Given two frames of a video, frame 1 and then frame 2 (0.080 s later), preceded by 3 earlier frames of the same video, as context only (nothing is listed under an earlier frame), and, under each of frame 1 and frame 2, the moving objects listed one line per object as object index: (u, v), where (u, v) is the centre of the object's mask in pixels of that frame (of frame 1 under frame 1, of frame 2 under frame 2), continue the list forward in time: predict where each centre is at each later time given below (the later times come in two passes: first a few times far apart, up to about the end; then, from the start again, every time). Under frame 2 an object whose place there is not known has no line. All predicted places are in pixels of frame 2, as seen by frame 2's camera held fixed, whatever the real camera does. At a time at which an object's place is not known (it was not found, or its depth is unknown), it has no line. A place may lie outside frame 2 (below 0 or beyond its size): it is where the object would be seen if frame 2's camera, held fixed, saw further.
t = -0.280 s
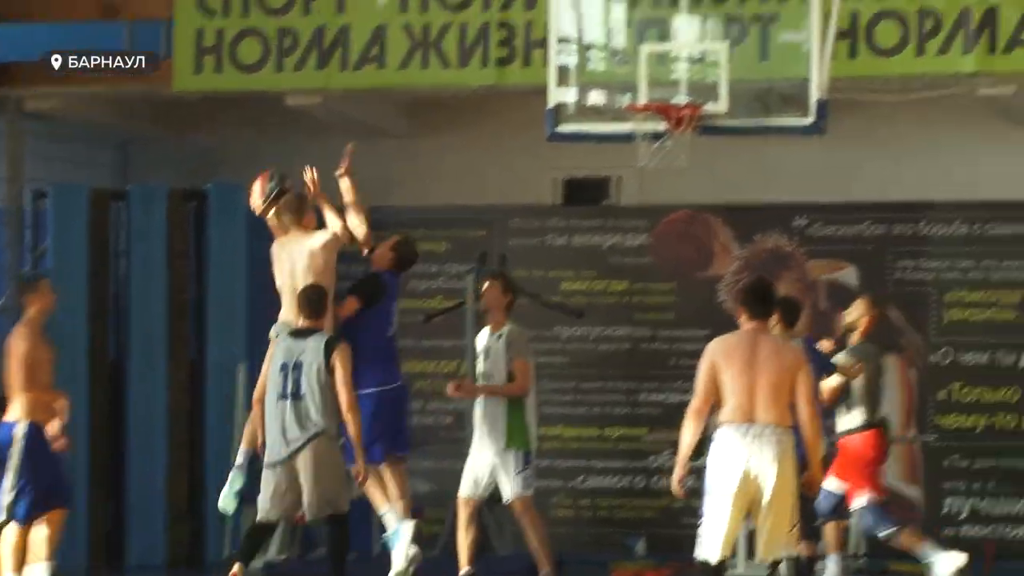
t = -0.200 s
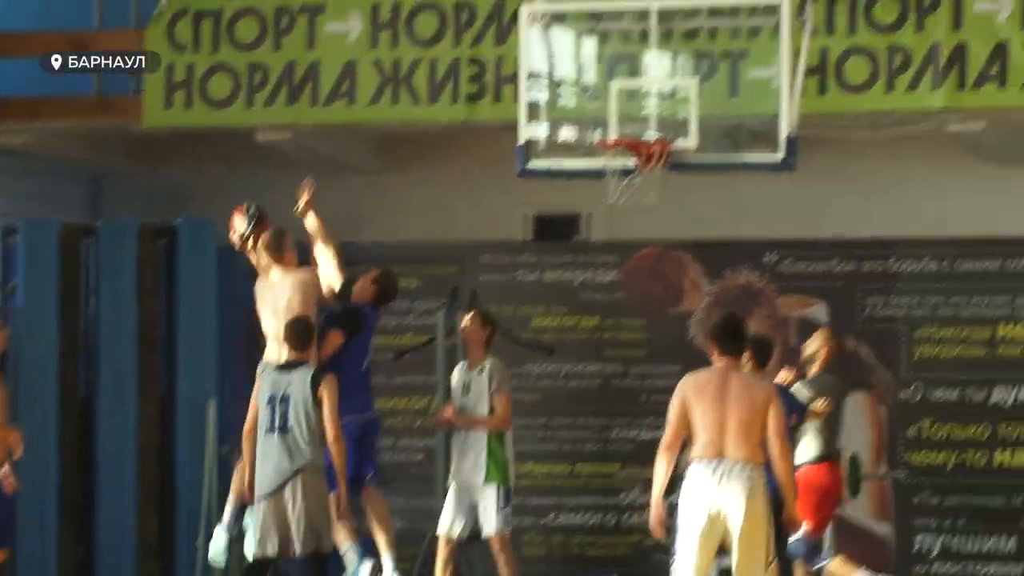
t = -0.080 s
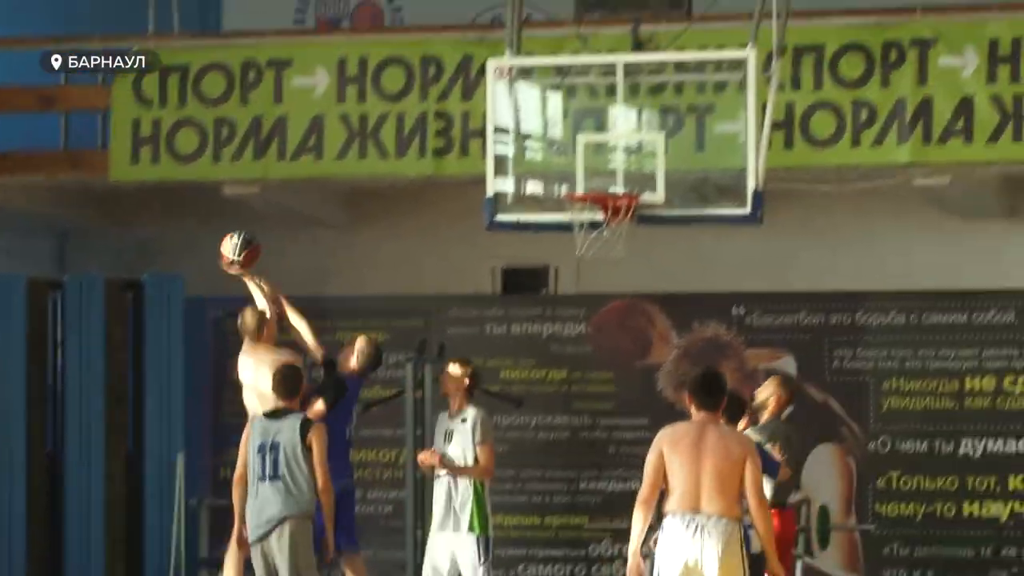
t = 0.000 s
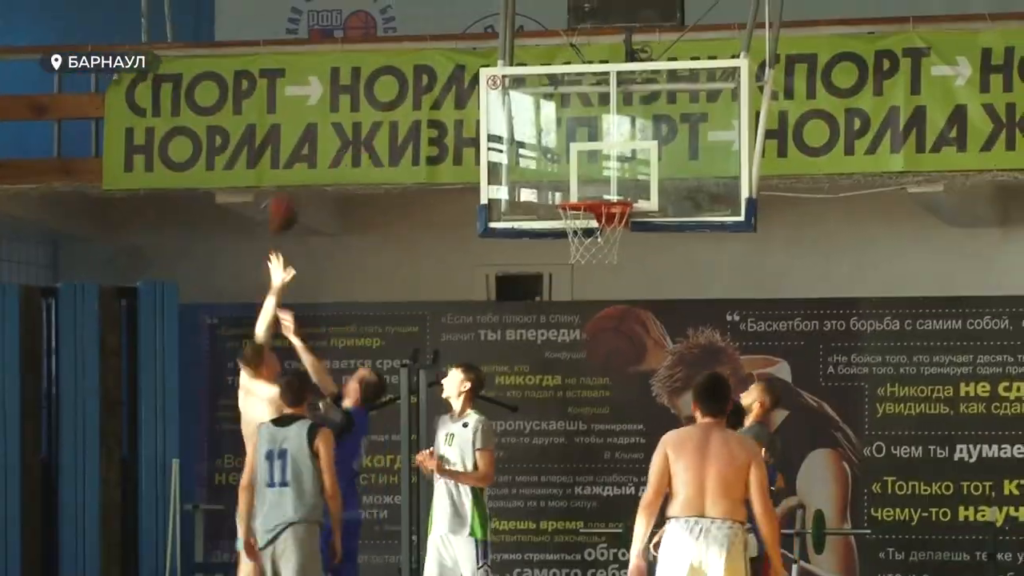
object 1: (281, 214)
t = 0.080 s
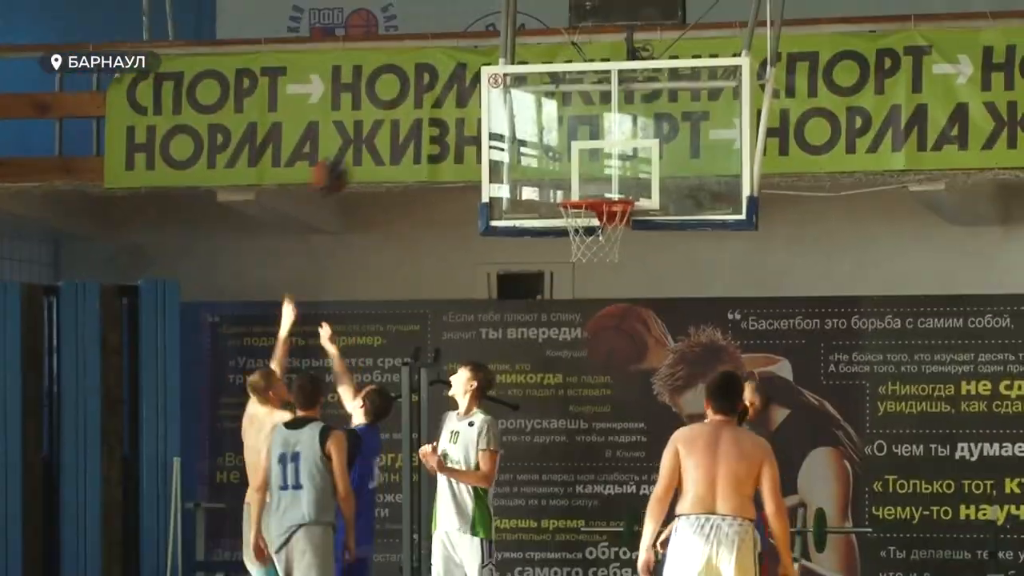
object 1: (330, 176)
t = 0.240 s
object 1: (429, 130)
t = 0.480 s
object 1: (577, 133)
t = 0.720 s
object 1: (659, 202)
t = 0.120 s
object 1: (353, 161)
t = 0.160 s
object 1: (381, 148)
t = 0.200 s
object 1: (405, 137)
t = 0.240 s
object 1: (429, 130)
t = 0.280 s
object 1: (454, 125)
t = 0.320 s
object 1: (476, 123)
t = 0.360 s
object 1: (502, 122)
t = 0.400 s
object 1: (527, 123)
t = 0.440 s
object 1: (552, 127)
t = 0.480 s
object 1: (577, 133)
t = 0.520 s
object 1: (601, 142)
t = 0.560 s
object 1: (626, 153)
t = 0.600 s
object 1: (638, 164)
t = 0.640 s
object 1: (645, 174)
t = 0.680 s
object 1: (653, 187)
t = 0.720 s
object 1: (659, 202)
